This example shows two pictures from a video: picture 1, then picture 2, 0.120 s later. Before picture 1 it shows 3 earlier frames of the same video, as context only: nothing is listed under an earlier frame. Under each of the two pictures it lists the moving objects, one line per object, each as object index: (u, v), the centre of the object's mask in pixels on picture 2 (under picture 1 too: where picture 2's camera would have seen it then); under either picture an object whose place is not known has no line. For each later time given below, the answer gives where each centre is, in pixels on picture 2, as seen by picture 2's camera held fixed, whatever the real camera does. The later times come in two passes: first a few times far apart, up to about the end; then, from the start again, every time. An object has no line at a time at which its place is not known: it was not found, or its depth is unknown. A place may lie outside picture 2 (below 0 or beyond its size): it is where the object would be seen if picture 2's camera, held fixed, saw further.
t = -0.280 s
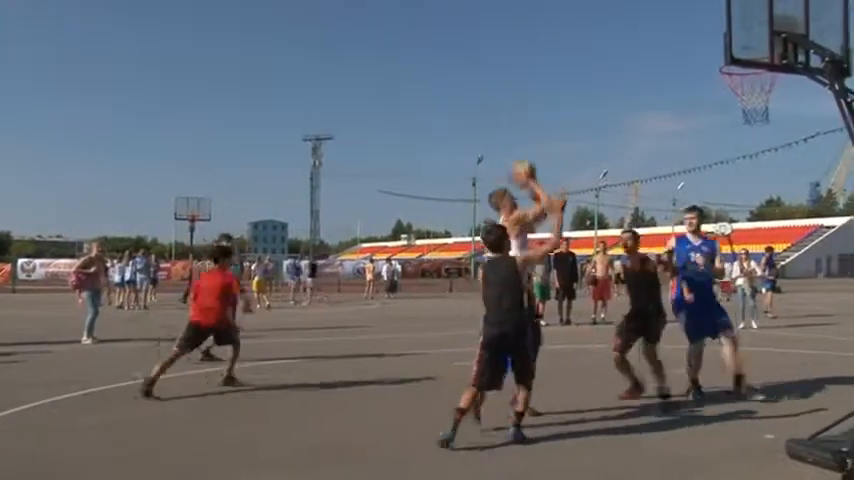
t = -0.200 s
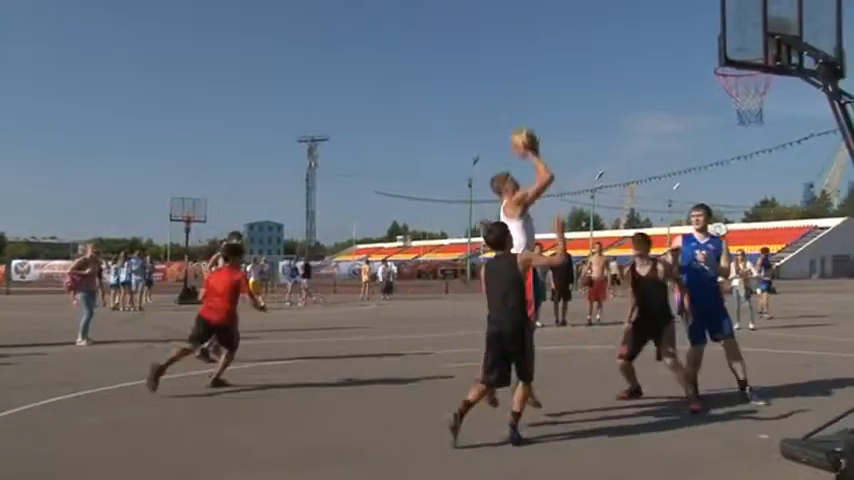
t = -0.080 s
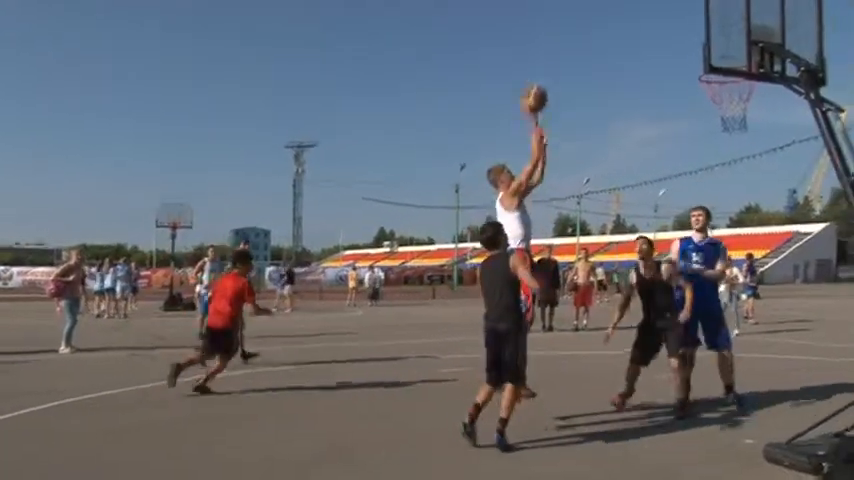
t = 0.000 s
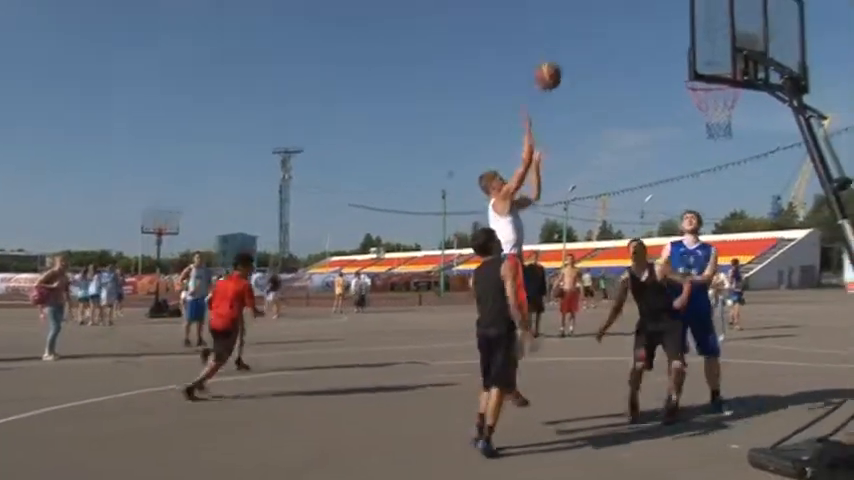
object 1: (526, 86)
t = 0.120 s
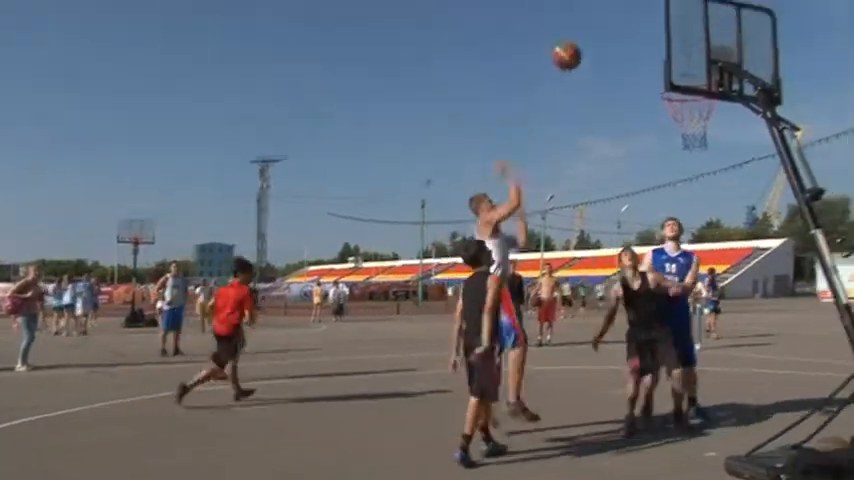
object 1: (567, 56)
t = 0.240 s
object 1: (609, 40)
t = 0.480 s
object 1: (692, 60)
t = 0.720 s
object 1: (680, 80)
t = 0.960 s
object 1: (681, 79)
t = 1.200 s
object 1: (679, 81)
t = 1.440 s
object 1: (684, 115)
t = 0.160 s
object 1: (581, 49)
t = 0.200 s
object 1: (594, 44)
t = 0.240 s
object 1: (609, 40)
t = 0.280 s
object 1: (623, 39)
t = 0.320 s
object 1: (638, 40)
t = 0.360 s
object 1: (651, 44)
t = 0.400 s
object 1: (670, 47)
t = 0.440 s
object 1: (685, 53)
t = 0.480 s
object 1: (692, 60)
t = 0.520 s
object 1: (692, 68)
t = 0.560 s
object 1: (690, 70)
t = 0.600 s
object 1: (689, 69)
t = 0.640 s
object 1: (686, 76)
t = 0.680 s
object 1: (682, 79)
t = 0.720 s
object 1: (680, 80)
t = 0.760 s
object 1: (681, 80)
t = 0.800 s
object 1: (681, 80)
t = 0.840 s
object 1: (681, 80)
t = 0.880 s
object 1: (682, 80)
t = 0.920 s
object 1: (681, 80)
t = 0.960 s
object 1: (681, 79)
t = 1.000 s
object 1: (681, 79)
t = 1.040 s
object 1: (680, 79)
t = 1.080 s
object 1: (680, 79)
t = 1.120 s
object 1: (679, 81)
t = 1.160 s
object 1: (679, 81)
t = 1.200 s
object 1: (679, 81)
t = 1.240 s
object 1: (679, 81)
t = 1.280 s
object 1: (679, 81)
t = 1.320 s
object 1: (680, 87)
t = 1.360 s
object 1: (682, 104)
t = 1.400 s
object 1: (682, 107)
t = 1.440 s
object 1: (684, 115)
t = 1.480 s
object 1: (686, 123)
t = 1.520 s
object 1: (688, 137)
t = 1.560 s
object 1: (690, 148)
